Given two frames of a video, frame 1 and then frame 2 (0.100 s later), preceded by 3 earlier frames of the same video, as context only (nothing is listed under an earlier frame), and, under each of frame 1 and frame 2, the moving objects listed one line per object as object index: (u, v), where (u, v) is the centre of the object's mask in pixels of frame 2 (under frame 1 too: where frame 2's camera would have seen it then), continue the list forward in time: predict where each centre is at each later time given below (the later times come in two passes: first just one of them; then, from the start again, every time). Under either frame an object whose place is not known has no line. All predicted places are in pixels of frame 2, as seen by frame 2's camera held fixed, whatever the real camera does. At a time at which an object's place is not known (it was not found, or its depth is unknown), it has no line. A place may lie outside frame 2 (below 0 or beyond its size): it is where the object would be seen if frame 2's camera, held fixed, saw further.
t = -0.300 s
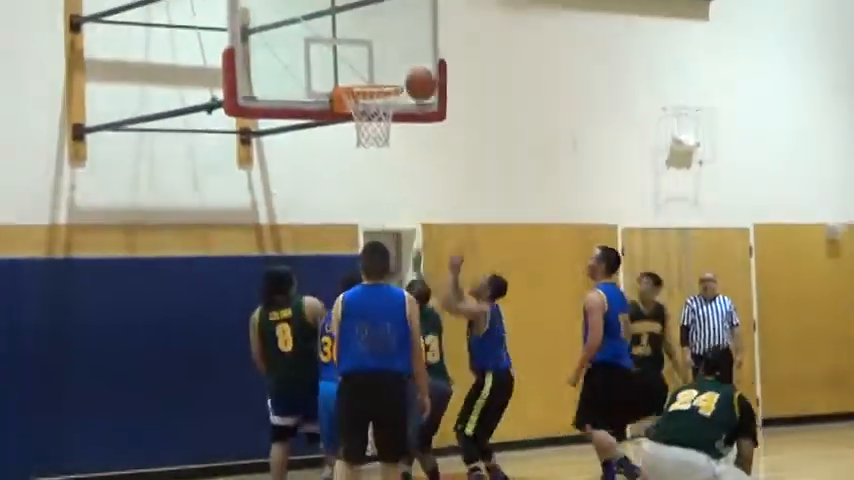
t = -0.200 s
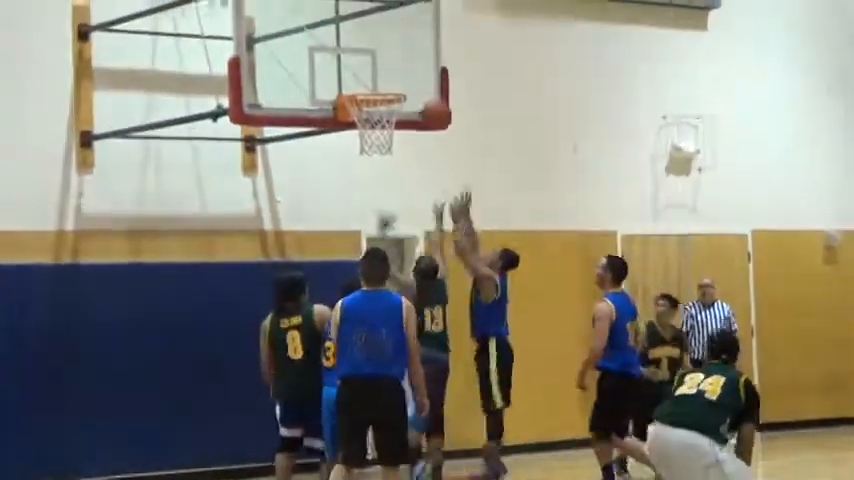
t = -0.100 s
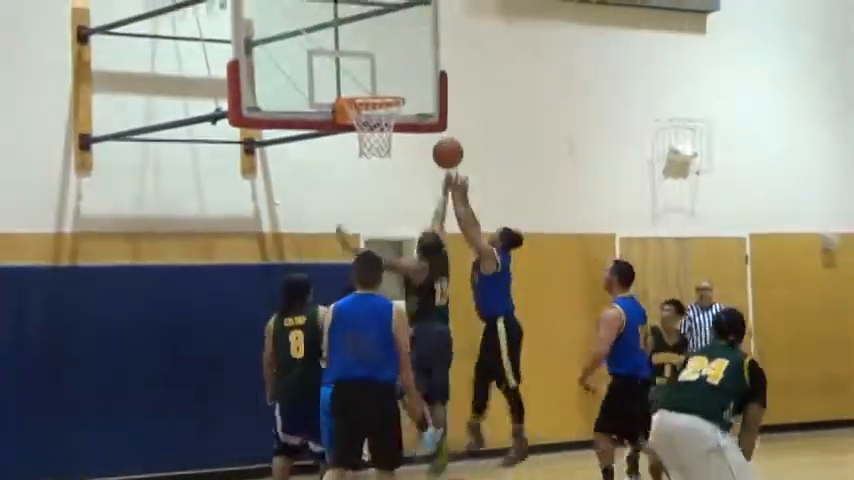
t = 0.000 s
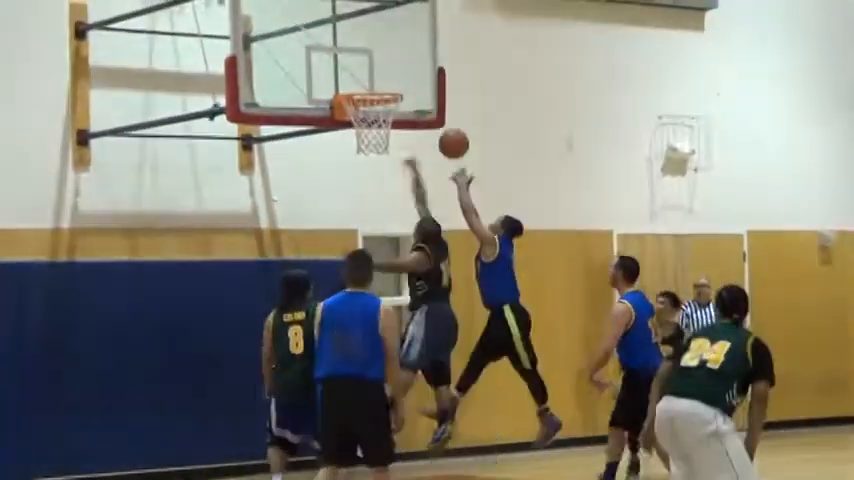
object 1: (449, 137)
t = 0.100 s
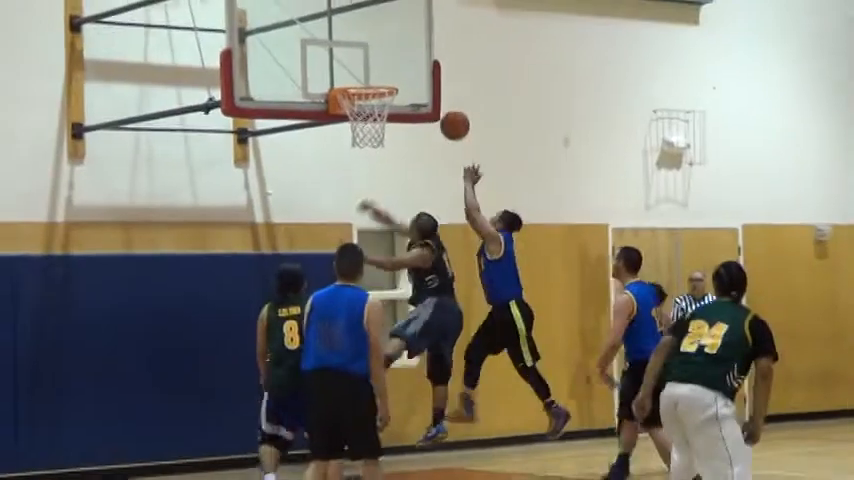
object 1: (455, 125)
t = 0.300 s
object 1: (466, 137)
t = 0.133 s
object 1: (456, 124)
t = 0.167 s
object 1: (458, 124)
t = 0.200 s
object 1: (460, 125)
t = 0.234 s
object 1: (462, 128)
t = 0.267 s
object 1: (464, 132)
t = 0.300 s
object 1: (466, 137)
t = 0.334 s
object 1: (468, 144)
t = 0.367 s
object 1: (470, 152)
